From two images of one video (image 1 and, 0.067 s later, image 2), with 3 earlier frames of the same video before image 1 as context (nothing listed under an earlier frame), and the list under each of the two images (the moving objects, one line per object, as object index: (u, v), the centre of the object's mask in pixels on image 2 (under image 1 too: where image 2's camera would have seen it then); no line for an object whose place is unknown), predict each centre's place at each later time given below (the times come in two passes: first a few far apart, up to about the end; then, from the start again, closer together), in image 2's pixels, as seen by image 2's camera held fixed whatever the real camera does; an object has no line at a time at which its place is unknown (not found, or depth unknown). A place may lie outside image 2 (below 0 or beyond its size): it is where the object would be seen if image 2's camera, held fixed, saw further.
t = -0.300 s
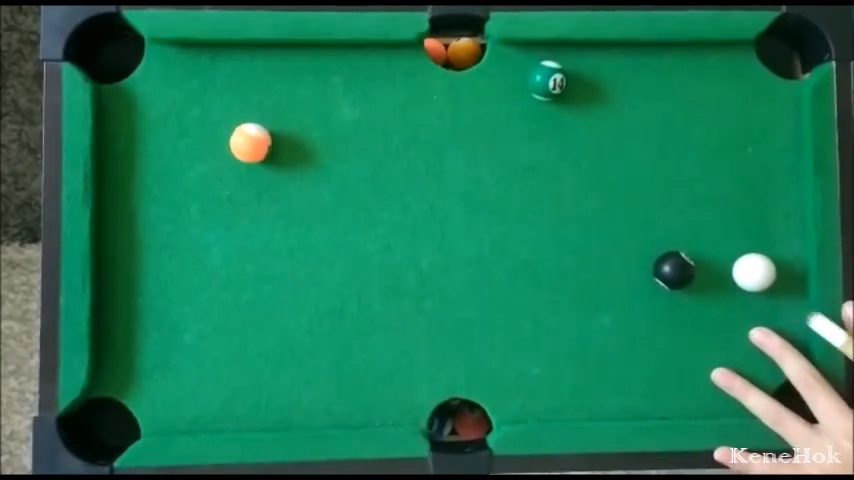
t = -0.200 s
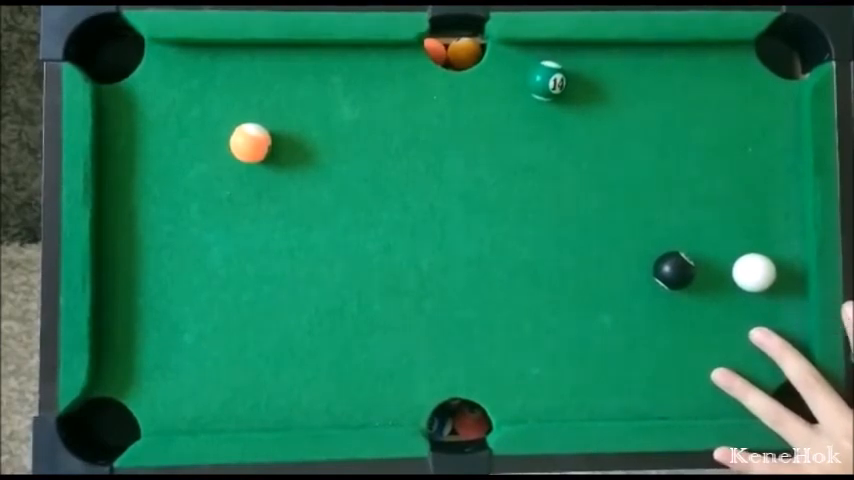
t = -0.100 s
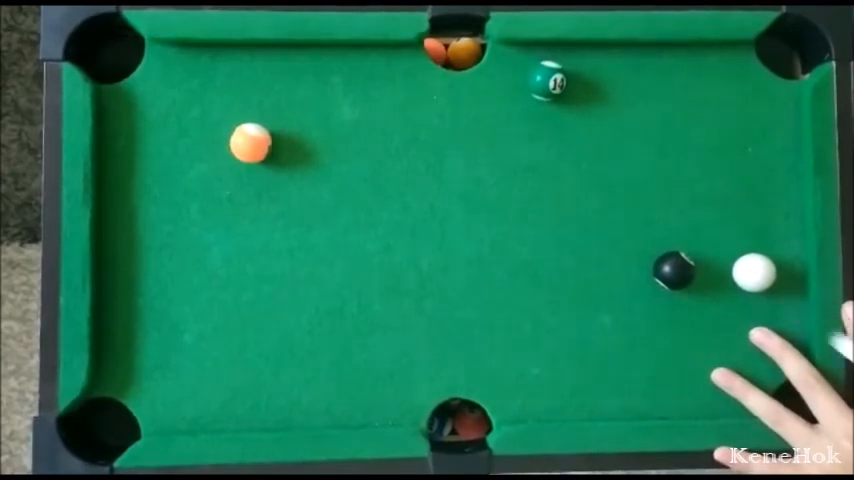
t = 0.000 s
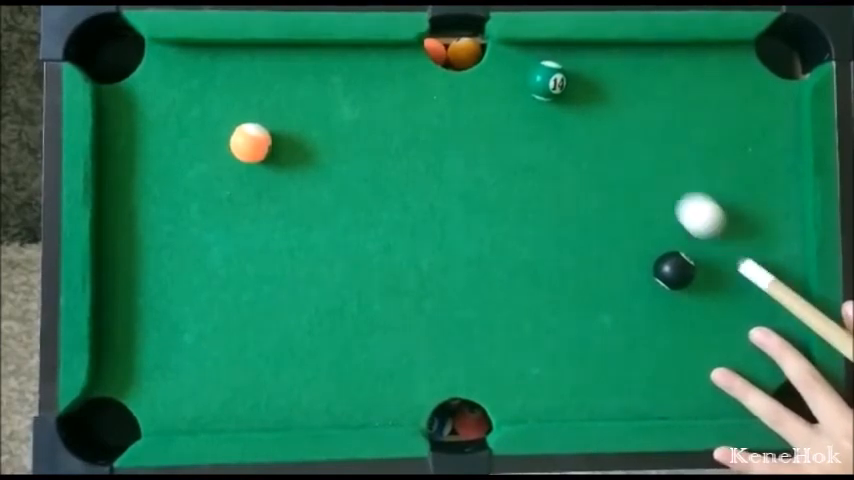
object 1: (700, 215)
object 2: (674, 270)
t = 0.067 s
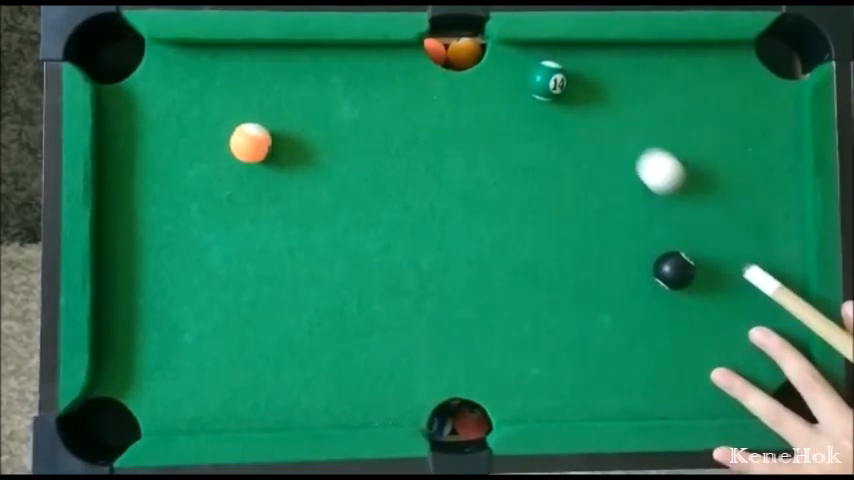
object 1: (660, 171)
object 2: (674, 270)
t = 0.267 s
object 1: (586, 60)
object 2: (674, 270)
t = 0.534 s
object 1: (594, 116)
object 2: (673, 270)
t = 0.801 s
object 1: (612, 166)
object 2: (674, 270)
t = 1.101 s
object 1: (642, 213)
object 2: (674, 270)
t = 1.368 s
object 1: (661, 236)
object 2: (678, 278)
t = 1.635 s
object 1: (660, 235)
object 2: (687, 287)
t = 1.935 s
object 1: (660, 235)
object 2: (686, 286)
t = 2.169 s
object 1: (660, 235)
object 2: (686, 286)
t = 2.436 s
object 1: (660, 236)
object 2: (686, 287)
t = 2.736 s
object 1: (660, 235)
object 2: (685, 287)
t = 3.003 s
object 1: (660, 235)
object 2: (686, 287)
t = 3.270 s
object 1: (660, 236)
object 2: (686, 287)
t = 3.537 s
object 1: (660, 235)
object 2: (685, 286)
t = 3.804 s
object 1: (660, 235)
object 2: (685, 287)
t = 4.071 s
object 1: (660, 236)
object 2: (685, 287)
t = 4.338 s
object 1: (660, 236)
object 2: (685, 286)
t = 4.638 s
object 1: (660, 236)
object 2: (685, 287)
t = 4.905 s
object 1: (660, 236)
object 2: (685, 287)
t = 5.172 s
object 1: (660, 235)
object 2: (685, 287)
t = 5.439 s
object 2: (685, 287)
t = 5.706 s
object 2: (685, 287)
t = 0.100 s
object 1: (641, 149)
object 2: (674, 270)
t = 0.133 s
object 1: (622, 128)
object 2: (674, 270)
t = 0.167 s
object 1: (604, 108)
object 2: (674, 270)
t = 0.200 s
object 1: (588, 88)
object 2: (674, 270)
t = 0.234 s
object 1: (587, 72)
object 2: (674, 270)
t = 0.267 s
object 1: (586, 60)
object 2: (674, 270)
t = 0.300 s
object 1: (586, 69)
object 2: (674, 270)
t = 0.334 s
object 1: (587, 76)
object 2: (674, 270)
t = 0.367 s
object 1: (587, 83)
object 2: (674, 271)
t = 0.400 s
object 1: (588, 89)
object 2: (674, 271)
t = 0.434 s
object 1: (590, 96)
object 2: (674, 271)
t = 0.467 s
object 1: (591, 102)
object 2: (674, 270)
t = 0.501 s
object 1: (592, 109)
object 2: (674, 270)
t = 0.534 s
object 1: (594, 116)
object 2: (673, 270)
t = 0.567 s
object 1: (595, 122)
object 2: (673, 270)
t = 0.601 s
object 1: (597, 129)
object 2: (673, 269)
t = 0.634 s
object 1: (599, 135)
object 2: (673, 269)
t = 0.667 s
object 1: (602, 142)
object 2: (674, 270)
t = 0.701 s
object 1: (604, 148)
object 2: (674, 270)
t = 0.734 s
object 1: (607, 154)
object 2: (674, 270)
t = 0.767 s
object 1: (609, 160)
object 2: (674, 270)
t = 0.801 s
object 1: (612, 166)
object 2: (674, 270)
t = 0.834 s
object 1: (615, 172)
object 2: (674, 270)
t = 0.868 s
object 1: (618, 177)
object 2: (674, 270)
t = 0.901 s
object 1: (621, 182)
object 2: (674, 270)
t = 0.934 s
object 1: (625, 188)
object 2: (674, 270)
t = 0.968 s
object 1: (628, 193)
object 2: (674, 270)
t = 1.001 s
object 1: (631, 198)
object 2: (674, 270)
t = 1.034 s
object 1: (634, 203)
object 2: (674, 270)
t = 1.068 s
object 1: (638, 208)
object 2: (674, 270)
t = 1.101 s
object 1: (642, 213)
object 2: (674, 270)
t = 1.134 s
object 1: (645, 218)
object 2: (674, 270)
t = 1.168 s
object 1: (648, 223)
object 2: (674, 270)
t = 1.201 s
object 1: (652, 227)
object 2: (674, 270)
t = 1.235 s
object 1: (655, 232)
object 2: (674, 270)
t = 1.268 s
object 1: (657, 234)
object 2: (675, 272)
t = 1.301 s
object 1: (659, 235)
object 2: (676, 274)
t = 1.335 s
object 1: (660, 235)
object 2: (677, 276)
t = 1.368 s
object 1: (661, 236)
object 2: (678, 278)
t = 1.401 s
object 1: (662, 236)
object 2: (680, 280)
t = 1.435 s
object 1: (662, 236)
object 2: (681, 281)
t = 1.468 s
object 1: (662, 236)
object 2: (682, 282)
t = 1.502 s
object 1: (661, 236)
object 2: (683, 284)
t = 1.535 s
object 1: (661, 236)
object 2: (684, 285)
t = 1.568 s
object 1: (661, 236)
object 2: (685, 286)
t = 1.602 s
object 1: (660, 236)
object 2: (686, 287)
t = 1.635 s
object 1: (660, 235)
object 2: (687, 287)
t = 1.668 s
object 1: (660, 235)
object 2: (687, 287)
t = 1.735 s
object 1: (660, 236)
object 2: (686, 287)
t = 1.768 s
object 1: (660, 236)
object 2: (686, 287)
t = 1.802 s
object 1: (660, 235)
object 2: (686, 287)
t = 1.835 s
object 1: (660, 235)
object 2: (685, 287)
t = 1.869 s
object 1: (660, 235)
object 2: (686, 286)
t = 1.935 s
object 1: (660, 235)
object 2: (686, 286)
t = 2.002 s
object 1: (660, 235)
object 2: (685, 286)
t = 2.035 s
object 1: (660, 235)
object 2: (685, 286)
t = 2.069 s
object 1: (660, 235)
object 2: (685, 286)
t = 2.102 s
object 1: (660, 235)
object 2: (685, 286)
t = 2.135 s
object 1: (661, 235)
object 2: (686, 286)
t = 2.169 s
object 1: (660, 235)
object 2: (686, 286)
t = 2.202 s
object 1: (660, 235)
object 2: (686, 287)
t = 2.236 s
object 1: (660, 235)
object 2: (686, 287)
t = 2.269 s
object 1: (660, 235)
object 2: (686, 287)
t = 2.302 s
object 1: (660, 236)
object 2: (686, 287)
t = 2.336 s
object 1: (660, 236)
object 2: (686, 287)
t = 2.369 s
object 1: (660, 236)
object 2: (686, 287)
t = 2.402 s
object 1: (660, 236)
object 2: (686, 287)
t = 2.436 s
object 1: (660, 236)
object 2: (686, 287)
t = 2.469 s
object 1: (660, 236)
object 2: (686, 287)
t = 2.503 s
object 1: (660, 236)
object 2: (686, 287)
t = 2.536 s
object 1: (660, 235)
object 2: (686, 287)
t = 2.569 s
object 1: (660, 235)
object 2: (686, 287)
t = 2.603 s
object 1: (660, 235)
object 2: (686, 287)
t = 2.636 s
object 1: (660, 235)
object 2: (686, 287)
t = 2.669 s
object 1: (660, 235)
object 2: (686, 287)
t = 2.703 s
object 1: (660, 235)
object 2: (686, 287)
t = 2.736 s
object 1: (660, 235)
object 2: (685, 287)
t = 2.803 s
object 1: (660, 235)
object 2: (685, 287)
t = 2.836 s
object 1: (660, 235)
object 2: (686, 287)
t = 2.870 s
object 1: (660, 235)
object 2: (686, 287)
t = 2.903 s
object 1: (660, 235)
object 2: (686, 287)
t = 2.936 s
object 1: (660, 235)
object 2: (686, 287)
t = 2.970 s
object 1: (660, 235)
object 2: (685, 287)
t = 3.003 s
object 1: (660, 235)
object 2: (686, 287)
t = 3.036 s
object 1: (660, 235)
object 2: (686, 287)
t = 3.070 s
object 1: (660, 236)
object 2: (685, 287)
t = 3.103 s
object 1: (660, 236)
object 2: (686, 287)
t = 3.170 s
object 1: (660, 236)
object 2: (686, 287)
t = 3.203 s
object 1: (660, 236)
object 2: (686, 287)
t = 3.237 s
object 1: (660, 236)
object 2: (686, 287)
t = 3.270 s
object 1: (660, 236)
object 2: (686, 287)
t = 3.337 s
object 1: (660, 235)
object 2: (686, 287)
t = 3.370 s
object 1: (660, 235)
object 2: (686, 287)
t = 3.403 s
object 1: (660, 235)
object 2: (686, 287)
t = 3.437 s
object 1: (660, 235)
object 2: (686, 287)
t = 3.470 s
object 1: (660, 235)
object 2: (685, 287)
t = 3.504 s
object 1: (660, 235)
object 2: (685, 286)
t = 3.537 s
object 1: (660, 235)
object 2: (685, 286)
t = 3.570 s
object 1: (660, 235)
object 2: (685, 286)
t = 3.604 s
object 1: (660, 235)
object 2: (685, 286)
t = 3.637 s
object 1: (660, 235)
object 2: (685, 286)
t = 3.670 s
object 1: (660, 235)
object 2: (685, 286)
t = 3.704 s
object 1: (660, 235)
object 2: (685, 286)
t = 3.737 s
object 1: (660, 235)
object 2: (685, 286)
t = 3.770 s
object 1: (660, 235)
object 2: (685, 286)
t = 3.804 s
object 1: (660, 235)
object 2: (685, 287)
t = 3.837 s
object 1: (660, 235)
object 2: (685, 287)
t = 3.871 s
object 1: (660, 236)
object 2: (685, 287)
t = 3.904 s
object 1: (660, 236)
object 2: (686, 287)
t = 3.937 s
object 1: (660, 236)
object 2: (685, 287)
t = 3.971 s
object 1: (660, 236)
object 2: (685, 287)
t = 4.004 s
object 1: (660, 236)
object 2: (685, 287)
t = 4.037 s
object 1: (660, 236)
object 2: (685, 287)
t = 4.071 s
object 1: (660, 236)
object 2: (685, 287)
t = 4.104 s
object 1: (660, 236)
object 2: (685, 287)
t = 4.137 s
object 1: (660, 236)
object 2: (685, 287)
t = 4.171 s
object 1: (660, 236)
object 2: (685, 287)
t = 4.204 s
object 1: (660, 236)
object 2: (685, 287)
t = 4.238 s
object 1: (660, 236)
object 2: (685, 287)
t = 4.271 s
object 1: (660, 236)
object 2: (685, 287)
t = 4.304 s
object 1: (660, 236)
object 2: (685, 286)
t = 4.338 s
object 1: (660, 236)
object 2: (685, 286)
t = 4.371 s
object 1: (660, 236)
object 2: (685, 287)
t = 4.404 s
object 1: (660, 236)
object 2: (685, 287)
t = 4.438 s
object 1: (660, 235)
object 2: (685, 287)
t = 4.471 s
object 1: (660, 236)
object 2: (685, 287)
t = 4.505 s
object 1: (660, 236)
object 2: (685, 286)
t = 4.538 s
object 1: (660, 236)
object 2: (685, 287)
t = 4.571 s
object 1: (660, 236)
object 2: (685, 287)
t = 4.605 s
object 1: (660, 236)
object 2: (685, 287)
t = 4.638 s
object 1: (660, 236)
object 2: (685, 287)
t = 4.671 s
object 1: (660, 236)
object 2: (685, 287)
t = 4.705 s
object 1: (660, 236)
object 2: (685, 287)
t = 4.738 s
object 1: (660, 236)
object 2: (685, 287)
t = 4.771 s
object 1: (660, 236)
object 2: (685, 287)
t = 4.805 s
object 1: (660, 236)
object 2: (685, 287)
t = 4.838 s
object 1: (660, 236)
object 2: (685, 287)
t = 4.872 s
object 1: (660, 236)
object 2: (685, 287)
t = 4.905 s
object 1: (660, 236)
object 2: (685, 287)
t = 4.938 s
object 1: (660, 236)
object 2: (685, 287)
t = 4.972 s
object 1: (660, 236)
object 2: (685, 287)
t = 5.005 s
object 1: (660, 236)
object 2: (685, 287)
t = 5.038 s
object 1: (660, 235)
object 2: (685, 287)
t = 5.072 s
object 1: (660, 235)
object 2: (685, 287)
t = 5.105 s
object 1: (660, 235)
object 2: (685, 287)
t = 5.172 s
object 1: (660, 235)
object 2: (685, 287)
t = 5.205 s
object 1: (660, 235)
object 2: (685, 287)
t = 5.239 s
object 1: (660, 235)
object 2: (685, 287)
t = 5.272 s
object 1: (660, 236)
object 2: (685, 287)
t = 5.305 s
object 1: (660, 235)
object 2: (685, 287)
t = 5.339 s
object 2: (685, 287)
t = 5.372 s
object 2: (685, 287)
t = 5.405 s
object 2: (685, 287)
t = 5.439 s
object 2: (685, 287)
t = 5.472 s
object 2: (685, 287)
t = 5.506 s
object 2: (685, 287)
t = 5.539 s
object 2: (685, 287)
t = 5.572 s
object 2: (685, 287)
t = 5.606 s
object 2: (685, 287)
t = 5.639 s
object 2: (685, 287)
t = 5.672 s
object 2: (685, 287)
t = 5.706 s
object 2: (685, 287)
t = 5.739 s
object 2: (685, 287)
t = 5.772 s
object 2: (685, 287)
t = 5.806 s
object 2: (685, 287)
